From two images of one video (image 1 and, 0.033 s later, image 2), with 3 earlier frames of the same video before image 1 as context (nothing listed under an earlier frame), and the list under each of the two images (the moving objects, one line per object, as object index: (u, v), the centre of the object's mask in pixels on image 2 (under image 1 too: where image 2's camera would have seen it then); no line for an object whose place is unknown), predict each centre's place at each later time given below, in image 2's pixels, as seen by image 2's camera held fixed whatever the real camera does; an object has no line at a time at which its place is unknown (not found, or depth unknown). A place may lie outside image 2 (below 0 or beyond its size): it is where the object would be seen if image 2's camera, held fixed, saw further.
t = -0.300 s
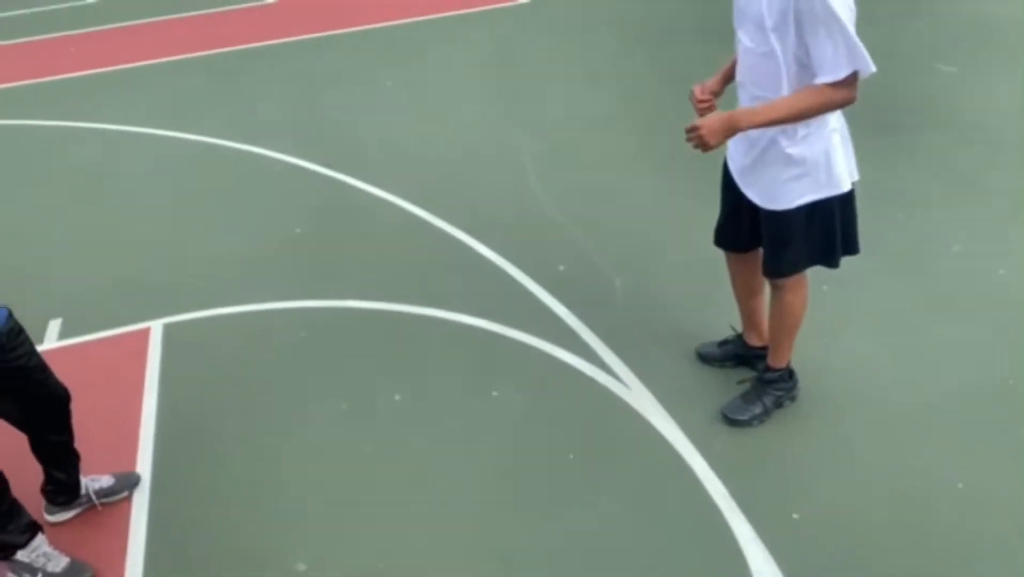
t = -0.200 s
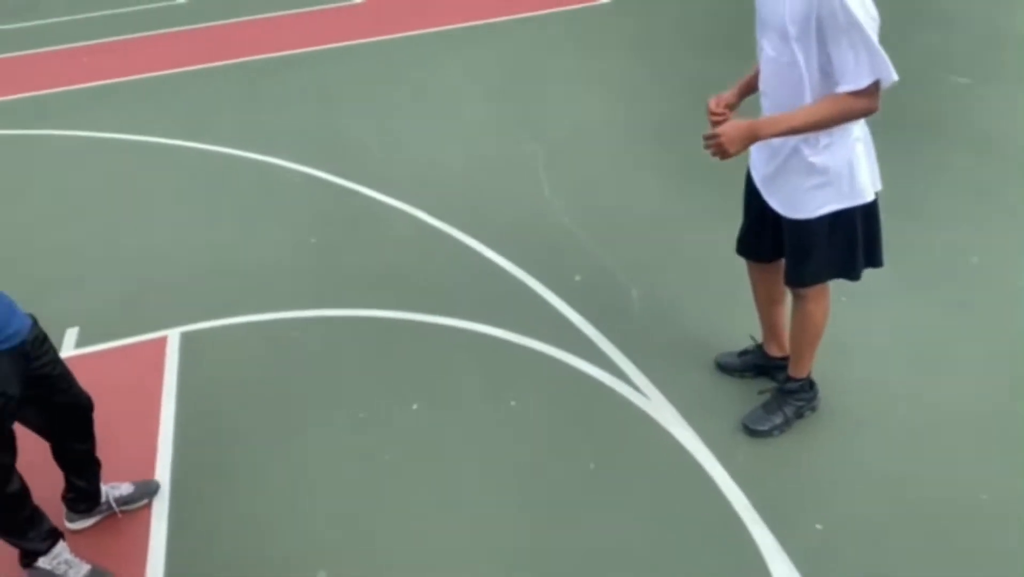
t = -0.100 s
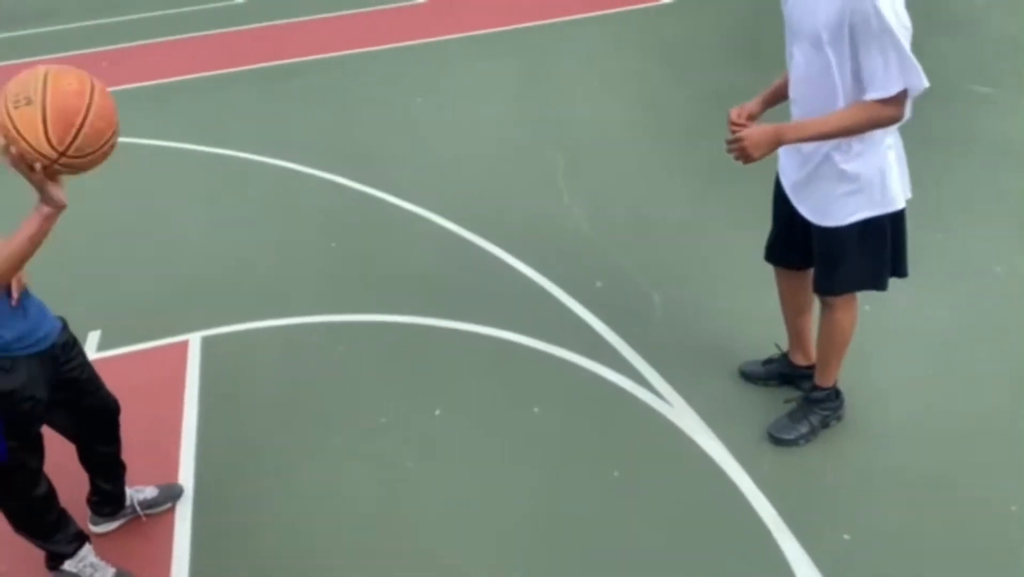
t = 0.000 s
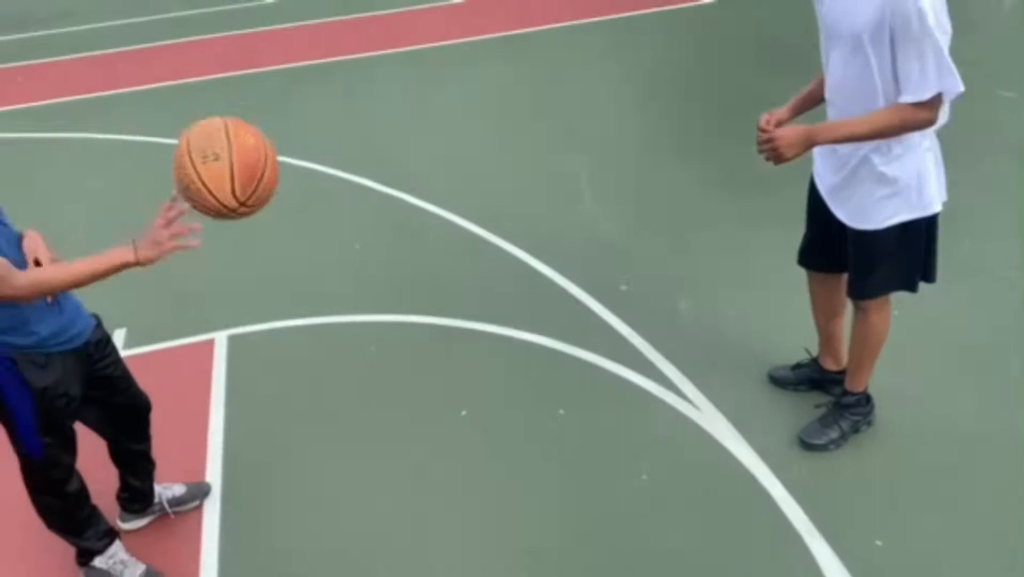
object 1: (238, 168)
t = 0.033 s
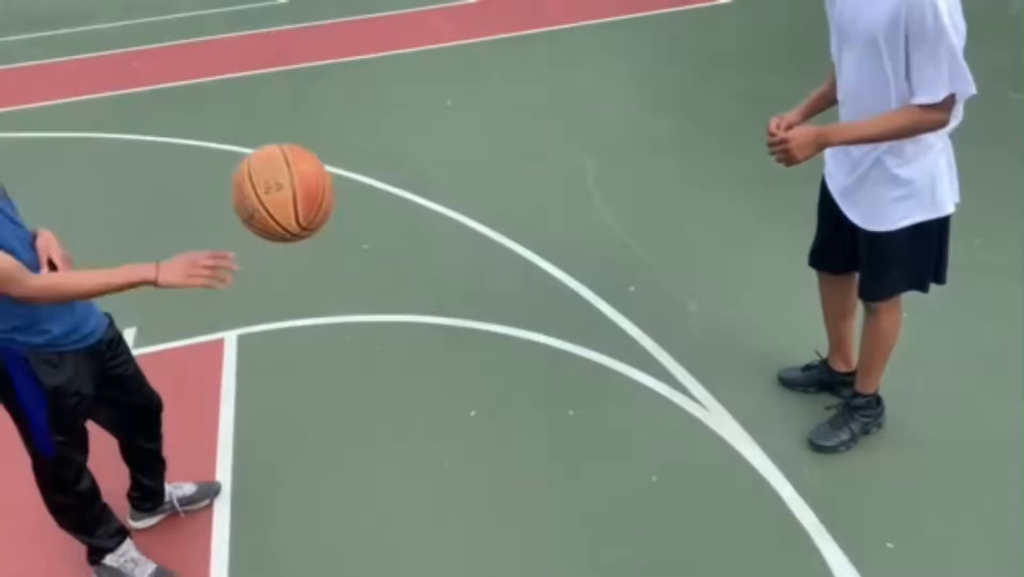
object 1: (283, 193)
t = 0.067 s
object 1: (327, 220)
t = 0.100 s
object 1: (367, 250)
